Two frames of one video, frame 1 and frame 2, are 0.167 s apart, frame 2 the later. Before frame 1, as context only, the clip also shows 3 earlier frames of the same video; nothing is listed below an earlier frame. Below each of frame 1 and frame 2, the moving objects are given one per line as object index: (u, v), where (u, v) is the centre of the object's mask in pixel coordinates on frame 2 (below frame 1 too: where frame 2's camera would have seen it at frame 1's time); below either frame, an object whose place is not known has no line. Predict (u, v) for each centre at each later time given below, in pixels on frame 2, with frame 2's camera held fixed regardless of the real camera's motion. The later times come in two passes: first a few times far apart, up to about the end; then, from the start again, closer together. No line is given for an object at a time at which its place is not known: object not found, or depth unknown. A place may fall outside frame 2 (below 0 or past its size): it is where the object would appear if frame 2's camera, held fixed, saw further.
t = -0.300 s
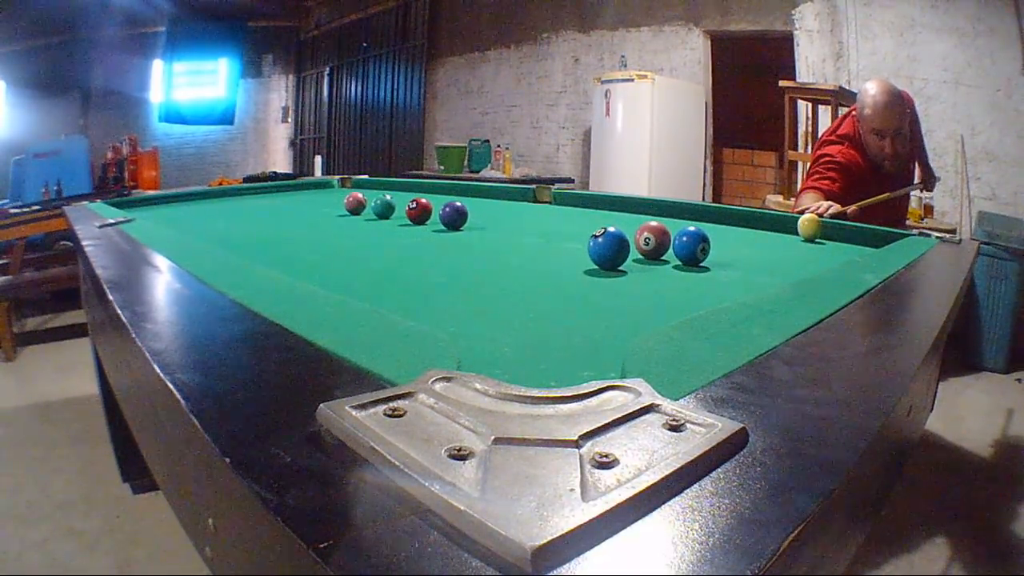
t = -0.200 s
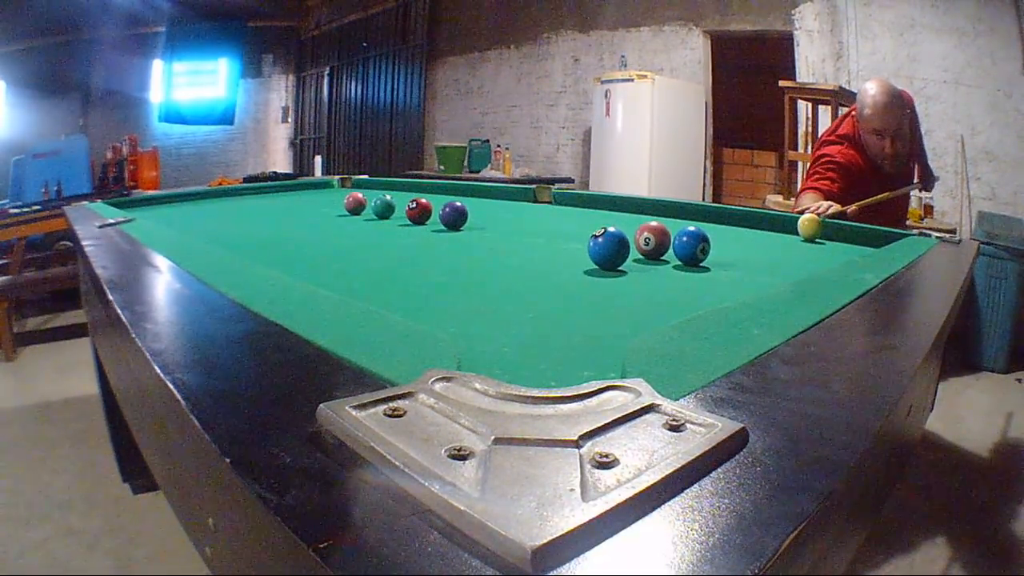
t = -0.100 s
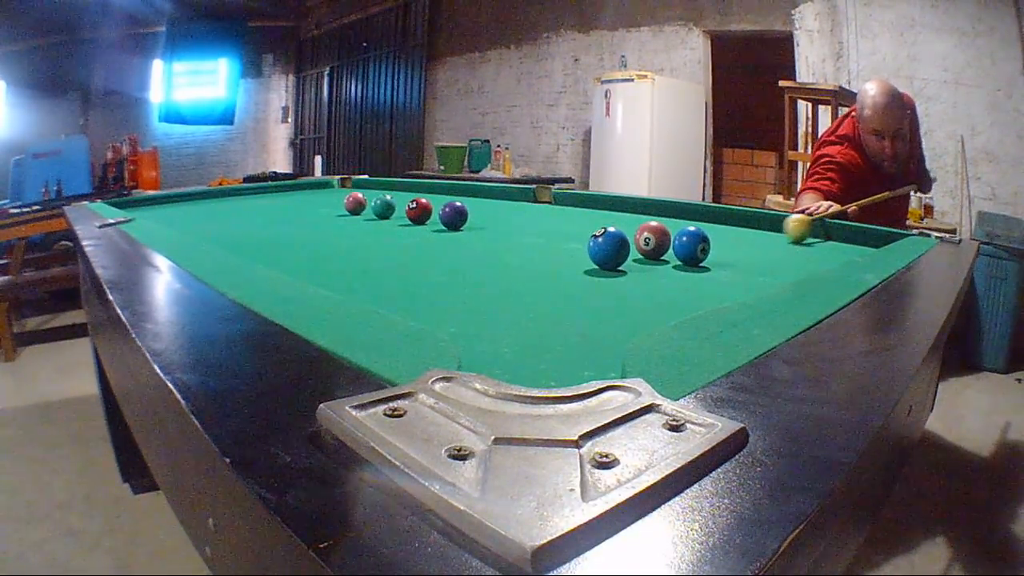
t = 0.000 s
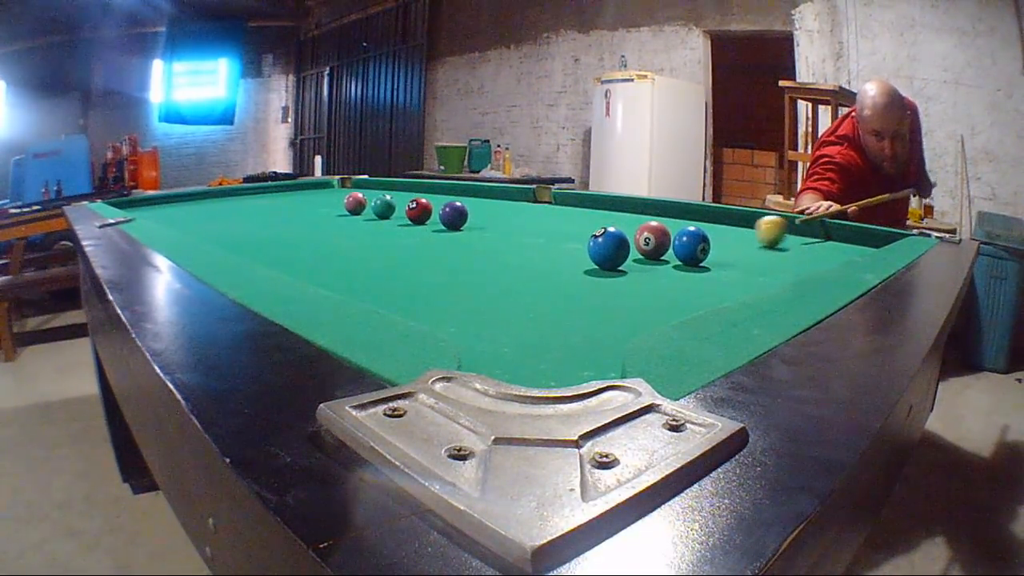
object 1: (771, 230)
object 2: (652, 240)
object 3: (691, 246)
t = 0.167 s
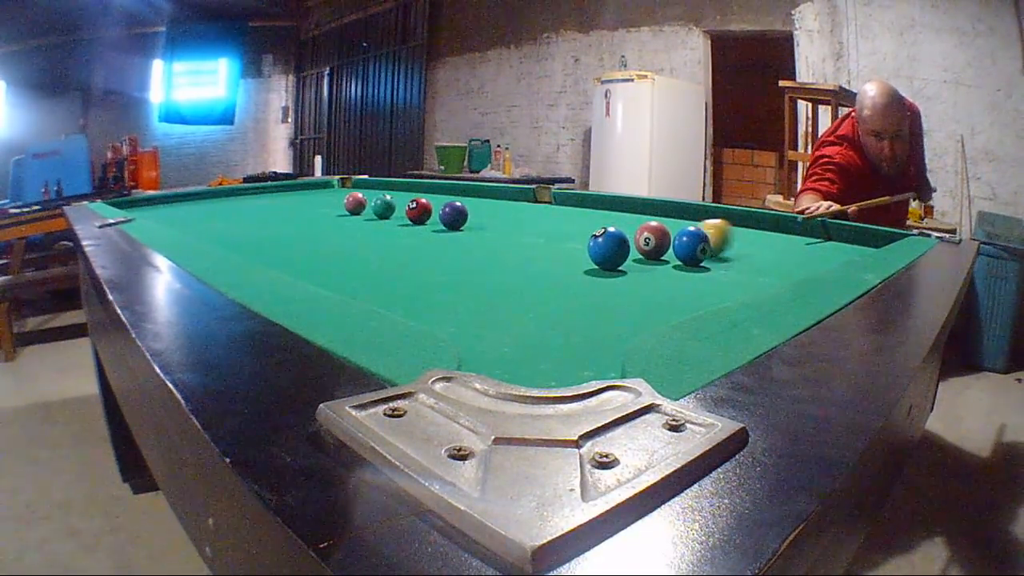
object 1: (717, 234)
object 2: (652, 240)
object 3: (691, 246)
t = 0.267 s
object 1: (683, 228)
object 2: (640, 239)
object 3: (686, 251)
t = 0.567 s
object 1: (641, 238)
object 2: (551, 238)
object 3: (653, 282)
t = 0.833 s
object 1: (592, 232)
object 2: (480, 238)
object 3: (601, 330)
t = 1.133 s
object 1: (566, 240)
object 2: (410, 239)
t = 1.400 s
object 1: (547, 240)
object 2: (358, 239)
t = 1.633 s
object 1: (536, 240)
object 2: (321, 240)
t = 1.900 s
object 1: (533, 240)
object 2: (288, 240)
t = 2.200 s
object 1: (533, 240)
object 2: (261, 241)
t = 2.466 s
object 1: (533, 241)
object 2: (246, 241)
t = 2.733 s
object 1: (533, 241)
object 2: (237, 240)
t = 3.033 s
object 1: (533, 240)
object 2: (236, 240)
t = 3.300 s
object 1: (533, 240)
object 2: (236, 240)
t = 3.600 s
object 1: (533, 240)
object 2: (236, 240)
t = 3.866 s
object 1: (533, 240)
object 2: (236, 240)
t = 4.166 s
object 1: (533, 241)
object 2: (236, 240)
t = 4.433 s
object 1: (533, 240)
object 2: (236, 240)
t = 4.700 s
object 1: (533, 240)
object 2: (236, 240)
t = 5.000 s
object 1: (533, 240)
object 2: (236, 240)
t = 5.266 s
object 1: (533, 240)
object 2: (236, 240)
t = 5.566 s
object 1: (533, 240)
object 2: (236, 240)
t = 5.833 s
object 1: (533, 241)
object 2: (236, 240)
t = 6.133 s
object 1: (533, 240)
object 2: (236, 240)
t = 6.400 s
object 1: (533, 240)
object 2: (236, 240)
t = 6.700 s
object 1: (533, 240)
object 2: (236, 240)
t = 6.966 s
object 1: (533, 240)
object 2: (236, 240)
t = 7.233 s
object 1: (533, 240)
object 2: (236, 240)
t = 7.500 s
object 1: (533, 240)
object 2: (236, 240)
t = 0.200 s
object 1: (706, 229)
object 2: (652, 240)
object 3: (691, 246)
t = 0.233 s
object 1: (686, 226)
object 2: (650, 239)
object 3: (689, 248)
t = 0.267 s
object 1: (683, 228)
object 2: (640, 239)
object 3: (686, 251)
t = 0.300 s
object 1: (679, 229)
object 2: (633, 237)
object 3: (683, 254)
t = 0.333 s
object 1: (673, 230)
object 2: (625, 231)
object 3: (680, 257)
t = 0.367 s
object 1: (668, 231)
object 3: (677, 260)
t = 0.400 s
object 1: (662, 233)
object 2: (592, 231)
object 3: (673, 263)
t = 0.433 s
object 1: (657, 235)
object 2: (583, 235)
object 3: (669, 266)
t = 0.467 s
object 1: (652, 236)
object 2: (577, 238)
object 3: (665, 270)
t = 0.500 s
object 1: (648, 236)
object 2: (570, 238)
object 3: (662, 273)
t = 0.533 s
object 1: (644, 237)
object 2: (560, 239)
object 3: (657, 277)
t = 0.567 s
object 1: (641, 238)
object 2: (551, 238)
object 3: (653, 282)
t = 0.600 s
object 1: (637, 238)
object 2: (542, 238)
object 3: (648, 287)
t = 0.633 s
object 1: (634, 238)
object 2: (533, 238)
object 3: (643, 292)
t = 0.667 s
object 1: (631, 237)
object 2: (524, 238)
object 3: (637, 297)
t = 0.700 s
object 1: (627, 235)
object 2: (515, 238)
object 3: (631, 302)
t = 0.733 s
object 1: (620, 231)
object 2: (506, 238)
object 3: (624, 308)
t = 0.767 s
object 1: (610, 227)
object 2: (498, 238)
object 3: (617, 314)
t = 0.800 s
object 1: (600, 228)
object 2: (489, 239)
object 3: (609, 322)
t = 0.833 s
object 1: (592, 232)
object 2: (480, 238)
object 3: (601, 330)
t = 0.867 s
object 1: (589, 233)
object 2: (472, 238)
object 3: (592, 338)
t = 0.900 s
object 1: (585, 235)
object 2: (464, 238)
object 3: (582, 344)
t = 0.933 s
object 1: (581, 237)
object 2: (456, 238)
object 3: (571, 351)
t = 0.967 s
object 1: (578, 238)
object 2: (448, 238)
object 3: (560, 356)
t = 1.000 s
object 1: (576, 238)
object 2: (440, 238)
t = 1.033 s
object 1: (573, 239)
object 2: (432, 238)
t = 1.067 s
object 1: (571, 240)
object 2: (425, 238)
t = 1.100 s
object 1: (568, 240)
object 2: (417, 239)
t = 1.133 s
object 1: (566, 240)
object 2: (410, 239)
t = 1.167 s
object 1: (563, 240)
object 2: (403, 239)
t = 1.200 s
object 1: (561, 240)
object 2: (396, 239)
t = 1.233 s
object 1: (558, 240)
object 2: (389, 239)
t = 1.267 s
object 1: (556, 240)
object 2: (383, 239)
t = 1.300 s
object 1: (553, 240)
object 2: (376, 239)
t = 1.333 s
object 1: (551, 240)
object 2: (370, 239)
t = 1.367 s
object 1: (549, 240)
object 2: (364, 239)
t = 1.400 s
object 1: (547, 240)
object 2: (358, 239)
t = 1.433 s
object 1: (545, 240)
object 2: (352, 239)
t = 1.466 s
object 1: (543, 240)
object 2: (347, 239)
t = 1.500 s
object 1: (541, 240)
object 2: (341, 239)
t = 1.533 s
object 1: (540, 240)
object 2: (336, 239)
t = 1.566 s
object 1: (538, 240)
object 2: (331, 240)
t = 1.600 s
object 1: (537, 240)
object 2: (326, 239)
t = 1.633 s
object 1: (536, 240)
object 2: (321, 240)
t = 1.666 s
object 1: (535, 240)
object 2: (316, 240)
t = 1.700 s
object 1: (534, 240)
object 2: (312, 240)
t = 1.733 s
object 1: (534, 240)
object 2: (307, 240)
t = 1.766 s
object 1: (533, 240)
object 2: (303, 240)
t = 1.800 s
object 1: (533, 240)
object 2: (299, 240)
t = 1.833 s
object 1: (533, 240)
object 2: (295, 240)
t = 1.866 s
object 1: (532, 240)
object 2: (291, 240)
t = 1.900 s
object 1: (533, 240)
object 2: (288, 240)
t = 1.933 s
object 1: (532, 240)
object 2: (284, 240)
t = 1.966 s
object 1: (533, 240)
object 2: (280, 240)
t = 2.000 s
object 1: (533, 240)
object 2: (277, 241)
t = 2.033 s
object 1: (533, 240)
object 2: (275, 241)
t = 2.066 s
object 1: (533, 240)
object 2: (271, 241)
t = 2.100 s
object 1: (533, 240)
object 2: (268, 241)
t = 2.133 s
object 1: (533, 240)
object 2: (266, 241)
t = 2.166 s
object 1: (533, 240)
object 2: (263, 241)
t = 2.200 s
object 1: (533, 240)
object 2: (261, 241)
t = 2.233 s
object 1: (533, 241)
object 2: (259, 241)
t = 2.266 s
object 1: (533, 240)
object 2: (256, 241)
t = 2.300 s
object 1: (533, 240)
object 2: (254, 241)
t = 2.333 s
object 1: (533, 240)
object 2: (252, 241)
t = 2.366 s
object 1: (533, 241)
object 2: (250, 241)
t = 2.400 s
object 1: (533, 241)
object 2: (249, 241)
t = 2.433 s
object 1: (533, 241)
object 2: (247, 241)
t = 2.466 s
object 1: (533, 241)
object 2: (246, 241)
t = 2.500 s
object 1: (533, 241)
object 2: (244, 241)
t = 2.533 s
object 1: (533, 241)
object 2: (243, 241)
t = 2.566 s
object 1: (533, 240)
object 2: (241, 240)
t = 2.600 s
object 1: (533, 241)
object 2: (240, 240)
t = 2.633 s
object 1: (533, 241)
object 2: (239, 240)
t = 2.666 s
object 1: (533, 241)
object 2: (239, 240)
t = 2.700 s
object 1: (533, 241)
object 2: (238, 240)
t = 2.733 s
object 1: (533, 241)
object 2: (237, 240)
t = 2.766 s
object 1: (533, 241)
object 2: (236, 240)
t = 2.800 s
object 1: (533, 240)
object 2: (236, 240)
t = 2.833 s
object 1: (533, 240)
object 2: (236, 240)
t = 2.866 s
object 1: (533, 240)
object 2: (235, 240)
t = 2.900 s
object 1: (533, 240)
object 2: (235, 240)
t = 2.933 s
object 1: (533, 241)
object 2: (235, 240)
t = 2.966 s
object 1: (533, 241)
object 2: (235, 240)
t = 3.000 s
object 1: (533, 241)
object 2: (235, 240)
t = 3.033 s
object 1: (533, 240)
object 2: (236, 240)
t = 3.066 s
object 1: (533, 241)
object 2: (236, 240)
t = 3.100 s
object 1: (533, 240)
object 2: (236, 240)
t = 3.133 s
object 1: (533, 240)
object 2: (236, 240)
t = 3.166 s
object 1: (533, 240)
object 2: (236, 240)
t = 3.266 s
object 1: (533, 240)
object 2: (236, 240)
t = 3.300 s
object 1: (533, 240)
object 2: (236, 240)
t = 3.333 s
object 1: (533, 240)
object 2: (236, 240)
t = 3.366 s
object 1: (533, 241)
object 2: (236, 240)
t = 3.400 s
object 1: (533, 241)
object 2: (236, 240)
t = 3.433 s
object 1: (533, 240)
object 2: (236, 240)
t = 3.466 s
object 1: (533, 240)
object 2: (236, 240)
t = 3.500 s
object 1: (533, 240)
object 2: (236, 240)
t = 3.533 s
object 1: (533, 240)
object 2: (236, 240)
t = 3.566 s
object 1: (533, 240)
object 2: (236, 240)
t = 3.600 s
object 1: (533, 240)
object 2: (236, 240)
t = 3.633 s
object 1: (533, 240)
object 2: (236, 240)
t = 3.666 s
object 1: (533, 240)
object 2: (236, 240)
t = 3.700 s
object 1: (533, 240)
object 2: (236, 240)
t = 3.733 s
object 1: (533, 240)
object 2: (236, 240)
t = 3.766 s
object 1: (533, 240)
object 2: (236, 240)
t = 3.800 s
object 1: (533, 240)
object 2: (236, 240)
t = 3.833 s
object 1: (533, 240)
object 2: (236, 240)
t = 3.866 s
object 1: (533, 240)
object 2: (236, 240)
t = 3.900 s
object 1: (533, 240)
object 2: (236, 240)
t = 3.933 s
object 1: (533, 240)
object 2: (236, 240)
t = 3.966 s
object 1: (533, 240)
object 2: (236, 240)
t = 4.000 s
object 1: (533, 240)
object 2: (236, 240)
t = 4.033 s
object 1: (533, 240)
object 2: (236, 240)
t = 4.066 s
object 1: (533, 240)
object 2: (236, 240)
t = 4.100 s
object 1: (533, 240)
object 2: (236, 240)
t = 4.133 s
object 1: (533, 240)
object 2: (236, 240)
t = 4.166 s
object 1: (533, 241)
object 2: (236, 240)
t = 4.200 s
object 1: (533, 240)
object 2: (236, 240)
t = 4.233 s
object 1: (533, 240)
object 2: (236, 240)
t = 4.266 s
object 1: (533, 241)
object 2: (236, 240)
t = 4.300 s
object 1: (533, 240)
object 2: (236, 240)
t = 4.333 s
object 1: (533, 240)
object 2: (236, 240)
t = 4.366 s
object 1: (533, 240)
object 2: (236, 240)
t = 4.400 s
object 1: (533, 240)
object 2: (236, 240)
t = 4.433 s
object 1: (533, 240)
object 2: (236, 240)
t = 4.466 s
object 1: (533, 240)
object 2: (236, 240)
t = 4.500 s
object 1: (533, 240)
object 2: (236, 240)
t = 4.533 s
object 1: (533, 240)
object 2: (236, 240)
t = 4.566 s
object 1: (533, 240)
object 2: (236, 240)
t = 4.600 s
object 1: (533, 240)
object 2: (236, 240)
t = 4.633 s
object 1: (533, 240)
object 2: (236, 240)
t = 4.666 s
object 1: (533, 241)
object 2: (236, 240)
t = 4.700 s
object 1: (533, 240)
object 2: (236, 240)
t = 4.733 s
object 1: (533, 240)
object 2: (236, 240)
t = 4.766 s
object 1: (533, 240)
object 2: (236, 240)
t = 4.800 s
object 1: (533, 240)
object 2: (236, 240)
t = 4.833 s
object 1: (533, 240)
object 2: (236, 240)
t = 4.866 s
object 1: (533, 240)
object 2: (236, 240)
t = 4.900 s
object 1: (533, 240)
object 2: (236, 240)
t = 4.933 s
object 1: (533, 240)
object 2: (236, 240)
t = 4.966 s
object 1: (533, 240)
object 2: (236, 240)
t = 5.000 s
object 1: (533, 240)
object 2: (236, 240)
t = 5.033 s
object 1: (533, 240)
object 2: (236, 240)
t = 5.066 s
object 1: (533, 240)
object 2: (236, 240)
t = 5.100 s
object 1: (533, 240)
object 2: (236, 240)
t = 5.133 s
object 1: (533, 241)
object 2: (236, 240)
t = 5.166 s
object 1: (533, 240)
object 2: (236, 240)
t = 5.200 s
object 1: (533, 240)
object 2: (236, 240)
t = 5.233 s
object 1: (533, 240)
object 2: (236, 240)
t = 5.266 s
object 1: (533, 240)
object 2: (236, 240)
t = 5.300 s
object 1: (533, 240)
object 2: (236, 240)
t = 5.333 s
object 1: (533, 240)
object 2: (236, 240)
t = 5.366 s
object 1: (533, 240)
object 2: (236, 240)
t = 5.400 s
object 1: (533, 240)
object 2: (236, 240)
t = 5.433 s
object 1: (533, 240)
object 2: (236, 240)
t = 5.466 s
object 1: (533, 240)
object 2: (236, 240)
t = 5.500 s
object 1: (533, 240)
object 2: (236, 240)
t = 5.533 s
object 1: (533, 240)
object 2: (236, 240)
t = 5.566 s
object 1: (533, 240)
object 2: (236, 240)
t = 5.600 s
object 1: (533, 240)
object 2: (236, 240)
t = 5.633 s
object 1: (533, 240)
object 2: (236, 240)
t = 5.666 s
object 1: (533, 240)
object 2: (236, 240)
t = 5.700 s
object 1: (533, 240)
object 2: (236, 240)
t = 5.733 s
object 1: (533, 240)
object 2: (236, 240)
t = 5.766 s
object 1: (533, 241)
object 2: (236, 240)
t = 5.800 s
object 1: (533, 241)
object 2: (236, 240)
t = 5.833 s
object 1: (533, 241)
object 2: (236, 240)
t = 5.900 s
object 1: (533, 241)
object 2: (236, 240)
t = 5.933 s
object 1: (533, 241)
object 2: (236, 240)
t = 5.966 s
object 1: (533, 241)
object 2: (236, 240)
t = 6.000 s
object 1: (533, 240)
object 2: (236, 240)
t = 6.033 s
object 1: (533, 241)
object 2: (236, 240)
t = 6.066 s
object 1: (533, 240)
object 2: (236, 240)
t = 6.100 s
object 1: (533, 240)
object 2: (236, 240)
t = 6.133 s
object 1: (533, 240)
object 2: (236, 240)
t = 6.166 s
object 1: (533, 240)
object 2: (236, 240)
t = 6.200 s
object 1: (533, 240)
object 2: (236, 240)
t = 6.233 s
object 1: (533, 240)
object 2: (236, 240)
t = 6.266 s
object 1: (533, 240)
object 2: (236, 240)
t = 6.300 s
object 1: (533, 240)
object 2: (236, 240)
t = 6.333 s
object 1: (533, 240)
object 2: (236, 240)
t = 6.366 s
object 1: (533, 240)
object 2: (236, 240)
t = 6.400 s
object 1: (533, 240)
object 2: (236, 240)
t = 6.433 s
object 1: (533, 240)
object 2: (236, 240)
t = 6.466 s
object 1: (533, 241)
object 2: (236, 240)
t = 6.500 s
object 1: (533, 241)
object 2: (236, 240)
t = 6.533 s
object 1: (533, 240)
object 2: (236, 240)
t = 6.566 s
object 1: (533, 240)
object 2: (236, 240)
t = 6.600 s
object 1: (533, 240)
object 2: (236, 240)
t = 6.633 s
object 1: (533, 240)
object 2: (236, 240)
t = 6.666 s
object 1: (533, 240)
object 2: (236, 240)
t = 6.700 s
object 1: (533, 240)
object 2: (236, 240)
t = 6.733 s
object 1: (533, 240)
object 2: (236, 240)
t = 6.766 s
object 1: (533, 240)
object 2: (236, 240)
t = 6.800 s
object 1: (533, 240)
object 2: (236, 240)
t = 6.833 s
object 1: (533, 240)
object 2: (236, 240)
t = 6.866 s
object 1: (533, 240)
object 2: (236, 240)
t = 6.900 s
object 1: (533, 240)
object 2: (236, 240)
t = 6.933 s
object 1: (533, 240)
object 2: (236, 240)
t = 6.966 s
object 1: (533, 240)
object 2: (236, 240)
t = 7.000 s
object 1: (533, 240)
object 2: (236, 240)
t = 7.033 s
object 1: (533, 240)
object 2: (236, 240)
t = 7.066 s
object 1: (533, 240)
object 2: (236, 240)
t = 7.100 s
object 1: (533, 240)
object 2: (236, 240)
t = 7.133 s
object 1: (533, 240)
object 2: (236, 240)
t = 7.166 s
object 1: (533, 240)
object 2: (236, 240)
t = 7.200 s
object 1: (533, 240)
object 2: (236, 240)
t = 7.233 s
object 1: (533, 240)
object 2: (236, 240)
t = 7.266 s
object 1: (533, 240)
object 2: (236, 240)
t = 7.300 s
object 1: (533, 240)
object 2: (236, 240)
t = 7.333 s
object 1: (533, 240)
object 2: (236, 240)
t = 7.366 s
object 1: (533, 240)
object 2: (236, 240)
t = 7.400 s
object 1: (533, 240)
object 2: (236, 240)
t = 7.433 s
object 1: (533, 240)
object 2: (236, 240)
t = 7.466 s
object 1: (533, 240)
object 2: (236, 240)
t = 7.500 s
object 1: (533, 240)
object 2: (236, 240)
